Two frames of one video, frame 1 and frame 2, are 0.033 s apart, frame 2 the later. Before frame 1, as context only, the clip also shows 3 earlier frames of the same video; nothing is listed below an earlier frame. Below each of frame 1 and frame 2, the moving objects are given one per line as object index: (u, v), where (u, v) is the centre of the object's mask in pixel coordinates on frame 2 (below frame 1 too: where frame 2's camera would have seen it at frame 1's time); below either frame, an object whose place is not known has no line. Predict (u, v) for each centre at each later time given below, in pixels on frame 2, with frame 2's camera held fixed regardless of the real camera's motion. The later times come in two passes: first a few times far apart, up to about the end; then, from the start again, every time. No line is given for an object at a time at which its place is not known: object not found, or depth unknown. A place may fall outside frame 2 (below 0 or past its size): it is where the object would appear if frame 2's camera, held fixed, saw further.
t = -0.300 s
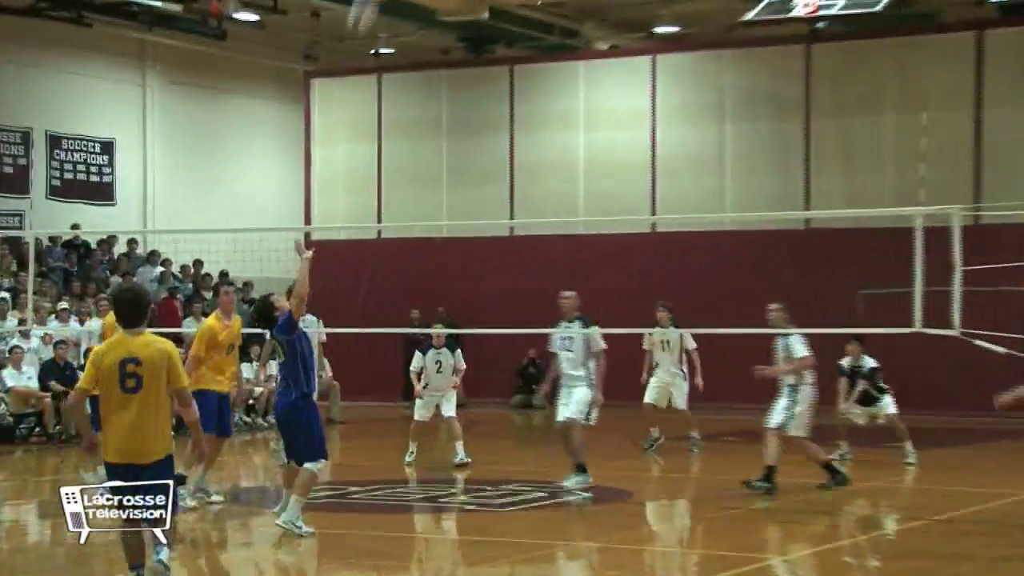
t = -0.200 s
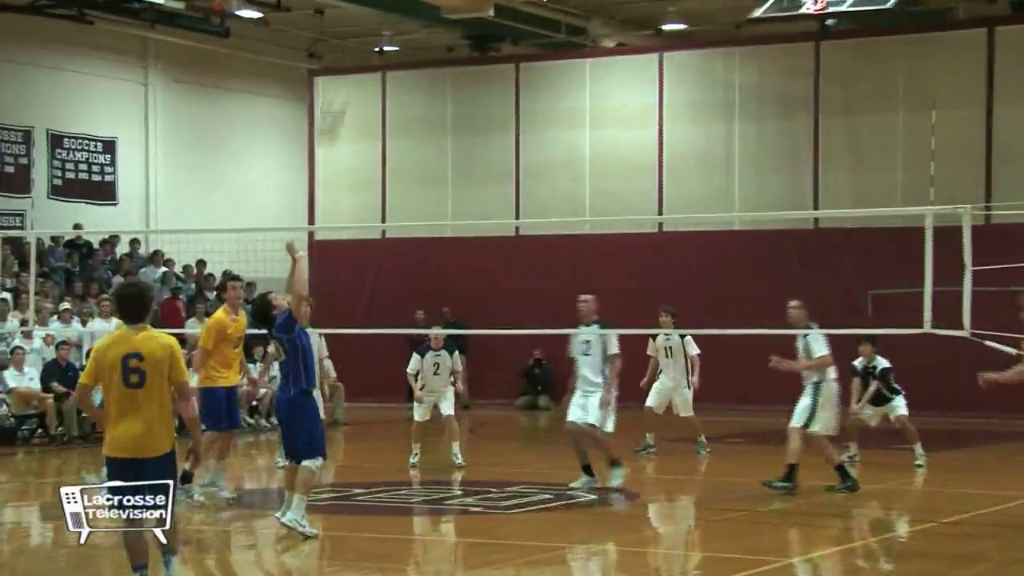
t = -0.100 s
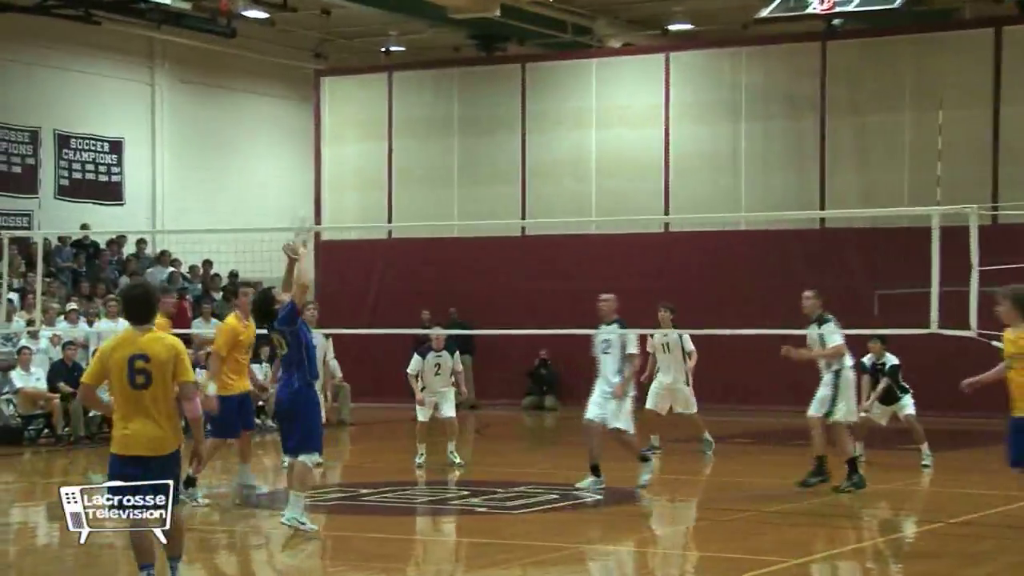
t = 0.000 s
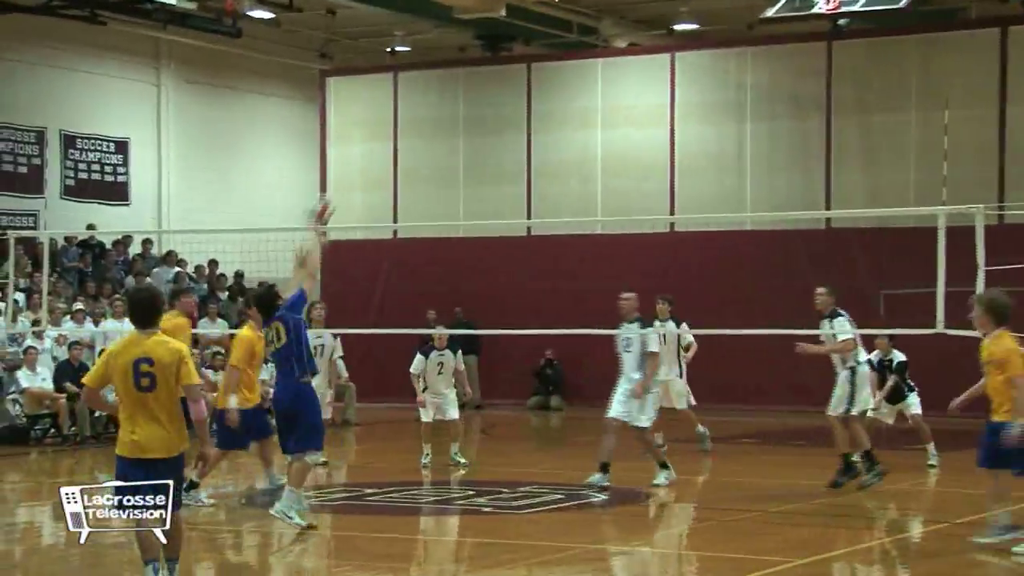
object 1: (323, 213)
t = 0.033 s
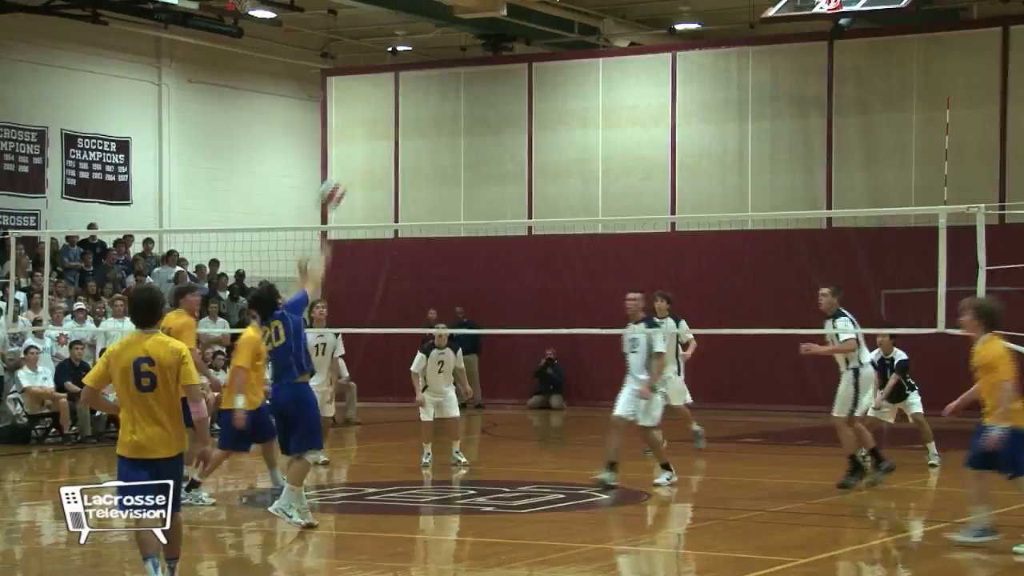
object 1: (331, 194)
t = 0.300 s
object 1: (401, 121)
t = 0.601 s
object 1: (470, 137)
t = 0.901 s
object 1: (527, 239)
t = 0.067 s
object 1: (340, 181)
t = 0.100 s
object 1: (349, 168)
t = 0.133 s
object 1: (358, 156)
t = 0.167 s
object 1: (366, 147)
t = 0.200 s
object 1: (375, 138)
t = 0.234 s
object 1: (383, 132)
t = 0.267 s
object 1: (393, 124)
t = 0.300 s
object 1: (401, 121)
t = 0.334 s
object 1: (409, 117)
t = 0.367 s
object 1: (417, 115)
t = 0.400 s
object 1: (425, 114)
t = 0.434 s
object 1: (433, 116)
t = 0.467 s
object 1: (441, 118)
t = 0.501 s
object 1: (448, 121)
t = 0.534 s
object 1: (455, 125)
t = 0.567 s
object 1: (462, 130)
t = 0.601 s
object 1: (470, 137)
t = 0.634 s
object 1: (475, 144)
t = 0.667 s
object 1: (481, 152)
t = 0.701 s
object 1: (488, 162)
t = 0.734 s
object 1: (494, 172)
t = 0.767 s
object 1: (500, 183)
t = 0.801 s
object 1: (507, 197)
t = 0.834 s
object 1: (512, 210)
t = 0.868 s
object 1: (521, 225)
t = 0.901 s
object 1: (527, 239)
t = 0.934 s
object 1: (531, 254)
